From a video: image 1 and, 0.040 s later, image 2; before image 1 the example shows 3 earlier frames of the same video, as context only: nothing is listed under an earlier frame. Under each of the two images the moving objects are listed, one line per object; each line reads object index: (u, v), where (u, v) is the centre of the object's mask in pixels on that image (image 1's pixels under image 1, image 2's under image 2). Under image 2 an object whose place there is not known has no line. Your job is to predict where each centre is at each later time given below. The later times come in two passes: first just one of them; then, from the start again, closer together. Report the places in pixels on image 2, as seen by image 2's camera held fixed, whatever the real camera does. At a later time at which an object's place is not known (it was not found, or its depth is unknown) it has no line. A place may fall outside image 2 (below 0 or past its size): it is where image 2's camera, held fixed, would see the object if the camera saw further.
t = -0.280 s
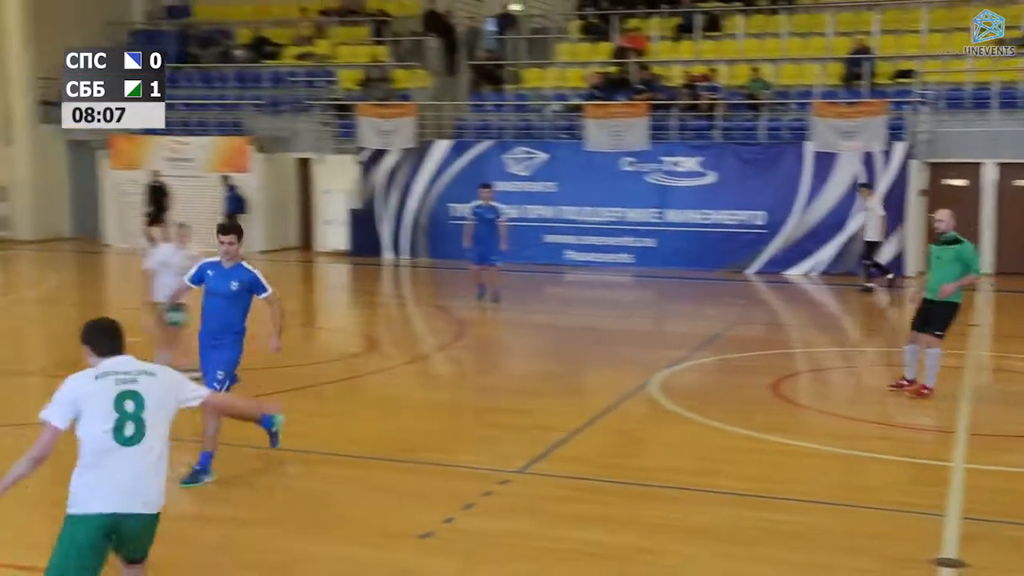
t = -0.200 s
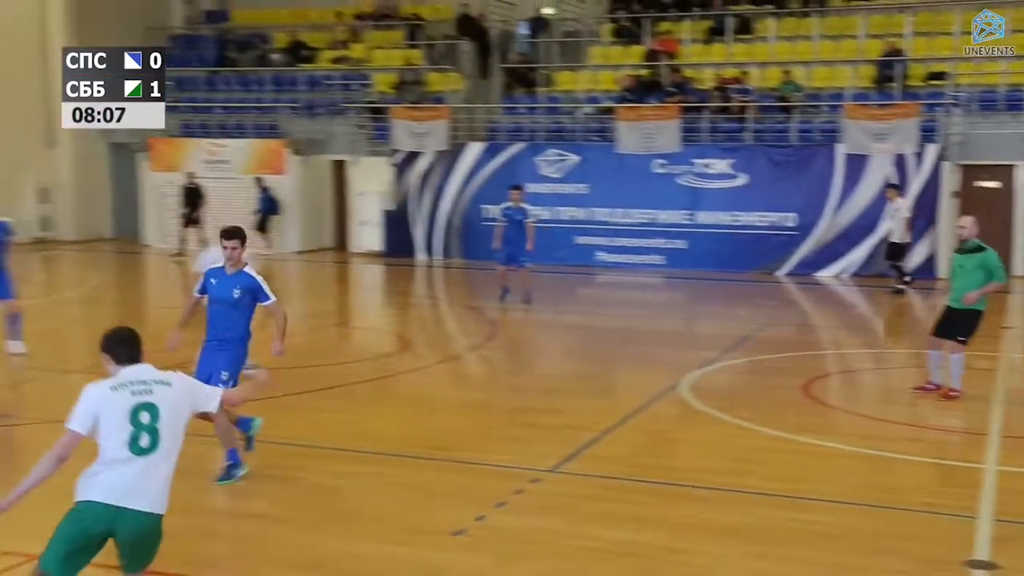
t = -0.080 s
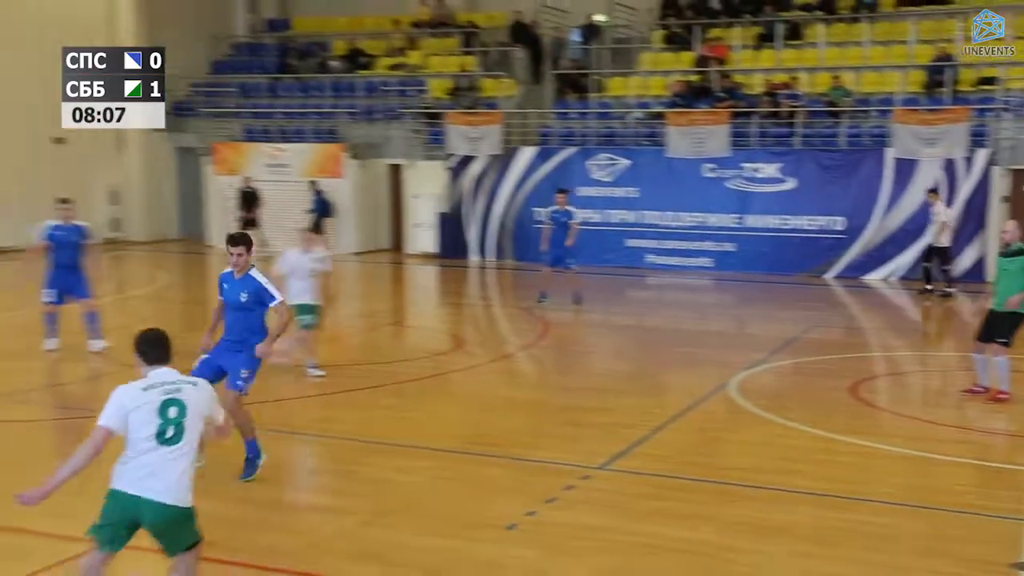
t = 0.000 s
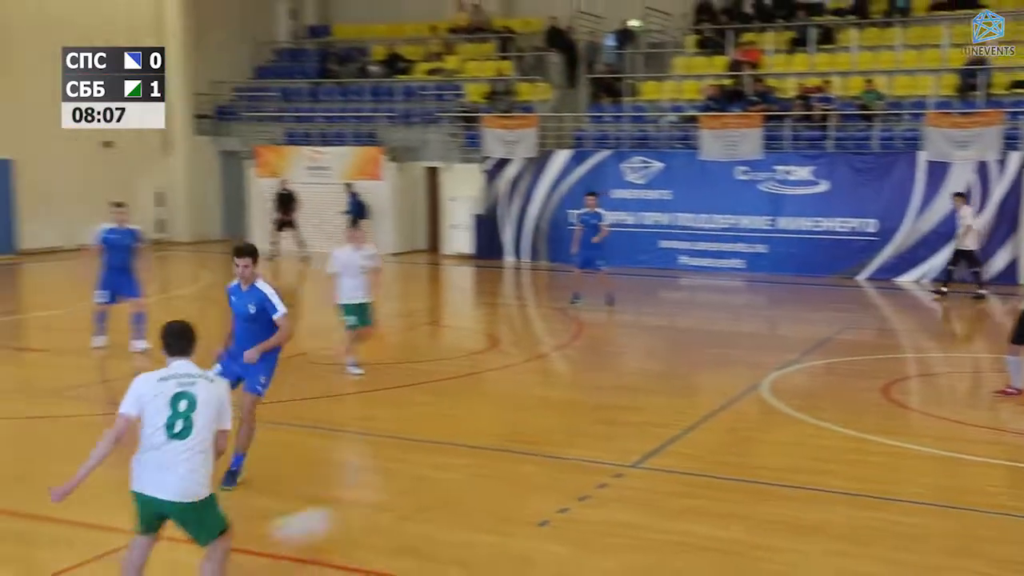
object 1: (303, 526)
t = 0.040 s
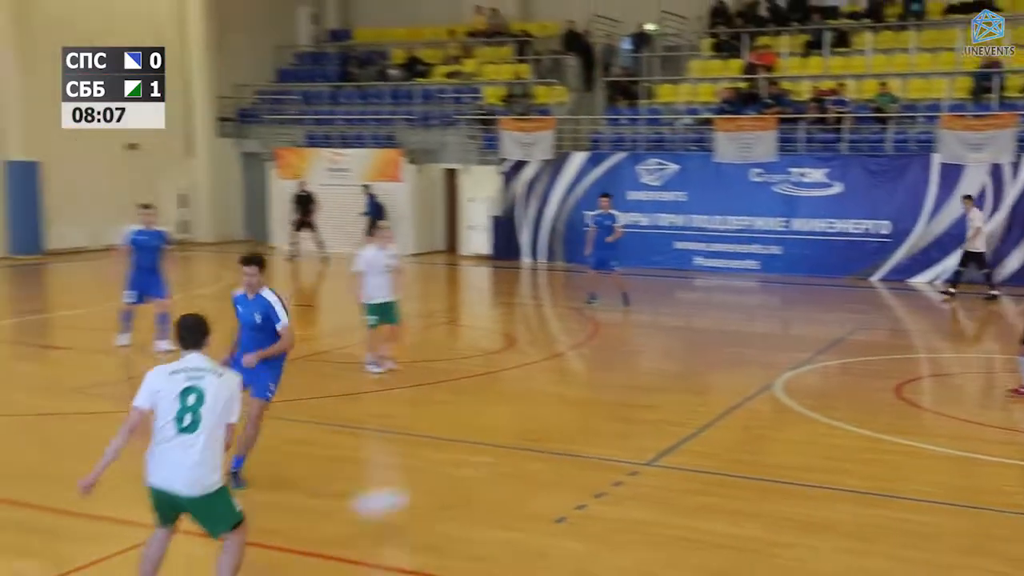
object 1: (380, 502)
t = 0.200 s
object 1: (548, 456)
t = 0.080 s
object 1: (429, 488)
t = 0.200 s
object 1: (548, 456)
